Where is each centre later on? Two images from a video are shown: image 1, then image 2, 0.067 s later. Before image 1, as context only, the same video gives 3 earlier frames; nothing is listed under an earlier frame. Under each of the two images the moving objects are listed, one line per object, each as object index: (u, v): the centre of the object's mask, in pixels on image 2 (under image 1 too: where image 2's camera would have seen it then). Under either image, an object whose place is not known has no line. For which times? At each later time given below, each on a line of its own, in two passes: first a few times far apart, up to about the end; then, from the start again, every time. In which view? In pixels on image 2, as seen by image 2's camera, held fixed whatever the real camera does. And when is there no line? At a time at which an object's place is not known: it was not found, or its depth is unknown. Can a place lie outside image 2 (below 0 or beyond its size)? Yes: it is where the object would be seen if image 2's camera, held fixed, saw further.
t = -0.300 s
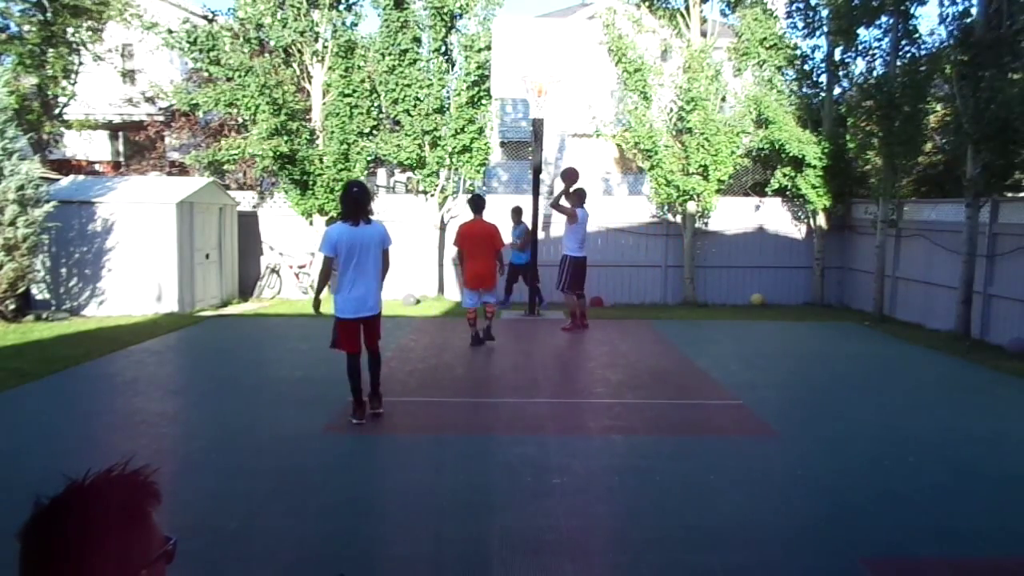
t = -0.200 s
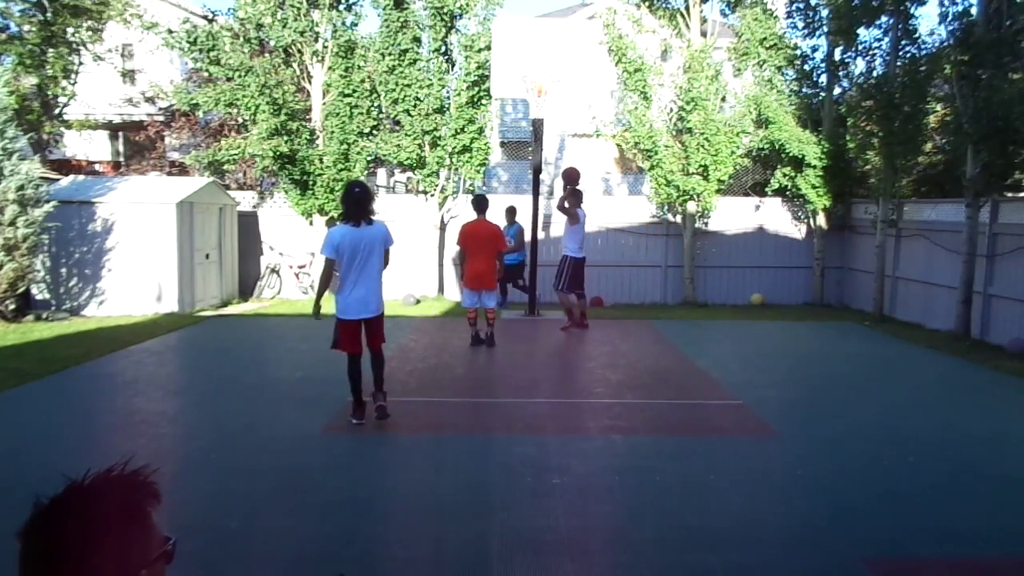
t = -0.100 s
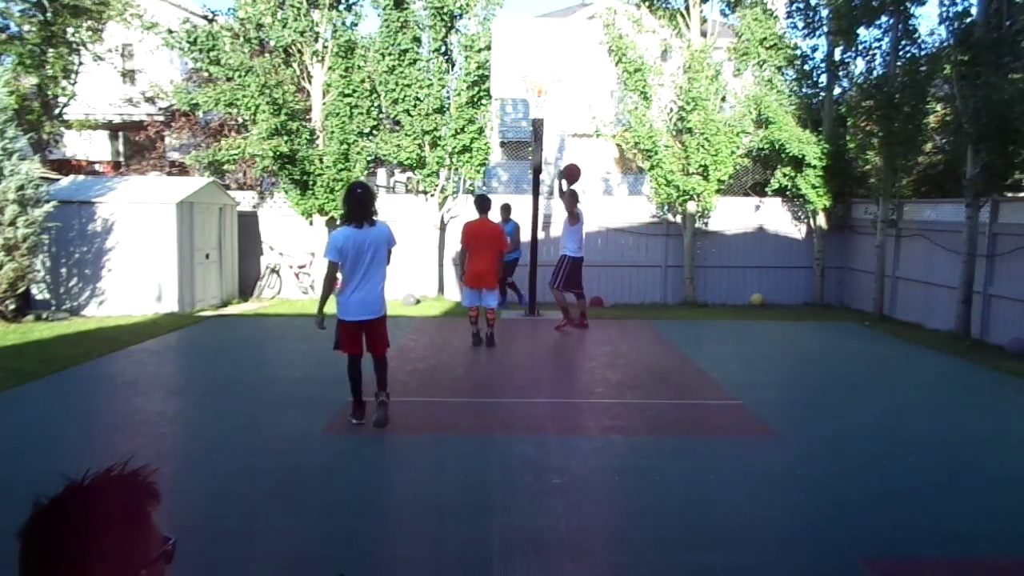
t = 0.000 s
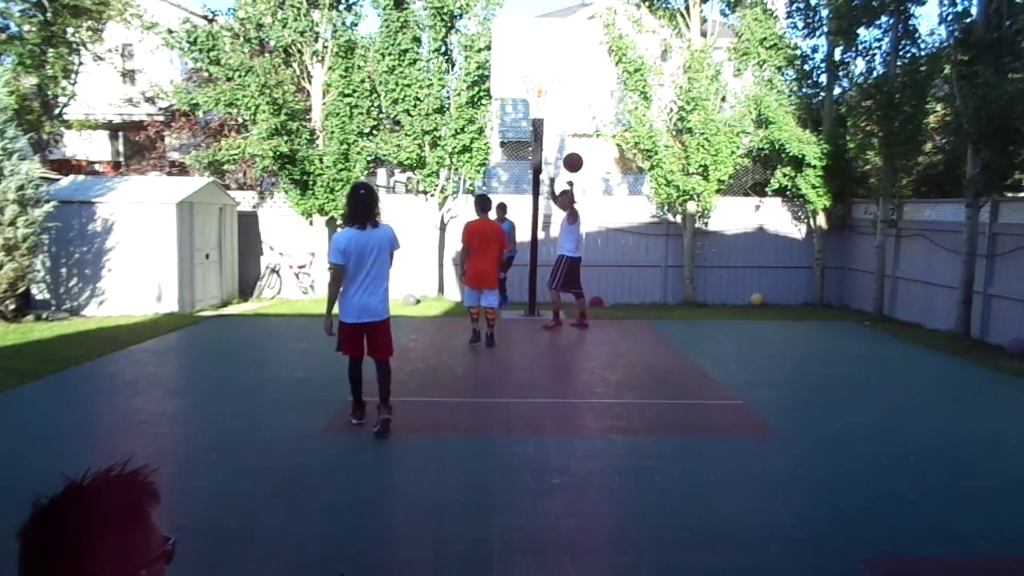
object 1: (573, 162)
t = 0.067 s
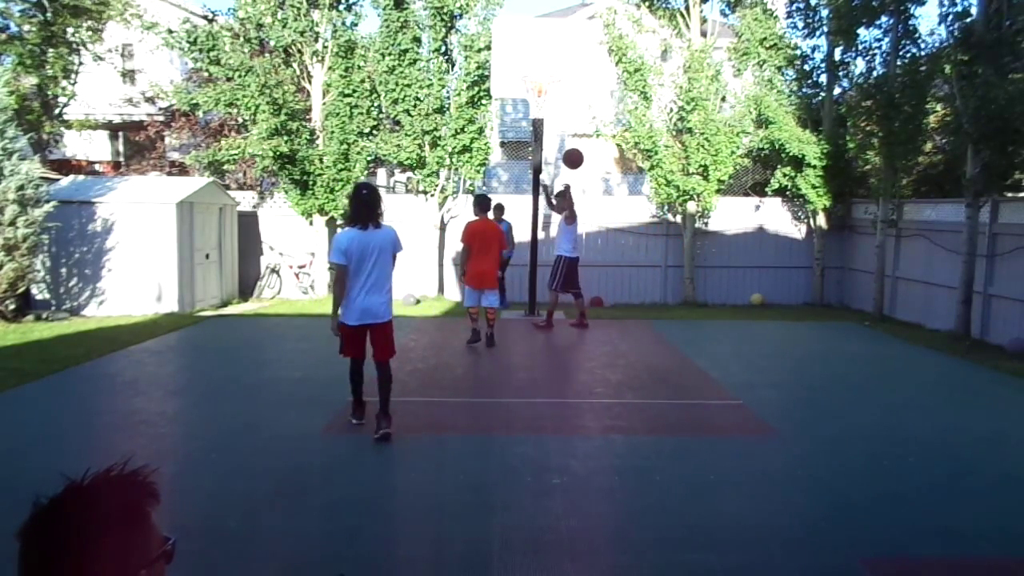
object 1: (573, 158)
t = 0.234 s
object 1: (573, 167)
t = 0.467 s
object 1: (572, 237)
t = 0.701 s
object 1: (571, 401)
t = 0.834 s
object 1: (575, 334)
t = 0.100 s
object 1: (573, 158)
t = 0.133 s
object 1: (573, 158)
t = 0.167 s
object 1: (573, 160)
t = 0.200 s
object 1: (573, 163)
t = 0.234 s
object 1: (573, 167)
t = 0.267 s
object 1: (573, 172)
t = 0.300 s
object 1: (573, 179)
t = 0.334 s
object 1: (573, 187)
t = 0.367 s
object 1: (572, 197)
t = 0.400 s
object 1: (572, 208)
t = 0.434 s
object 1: (572, 222)
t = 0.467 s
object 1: (572, 237)
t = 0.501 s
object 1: (571, 254)
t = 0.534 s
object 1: (572, 272)
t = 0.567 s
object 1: (571, 293)
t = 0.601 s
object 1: (571, 316)
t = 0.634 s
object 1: (571, 342)
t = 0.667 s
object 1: (571, 370)
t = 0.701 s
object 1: (571, 401)
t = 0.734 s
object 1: (572, 384)
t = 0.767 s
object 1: (573, 366)
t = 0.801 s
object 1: (574, 349)
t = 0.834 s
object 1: (575, 334)
